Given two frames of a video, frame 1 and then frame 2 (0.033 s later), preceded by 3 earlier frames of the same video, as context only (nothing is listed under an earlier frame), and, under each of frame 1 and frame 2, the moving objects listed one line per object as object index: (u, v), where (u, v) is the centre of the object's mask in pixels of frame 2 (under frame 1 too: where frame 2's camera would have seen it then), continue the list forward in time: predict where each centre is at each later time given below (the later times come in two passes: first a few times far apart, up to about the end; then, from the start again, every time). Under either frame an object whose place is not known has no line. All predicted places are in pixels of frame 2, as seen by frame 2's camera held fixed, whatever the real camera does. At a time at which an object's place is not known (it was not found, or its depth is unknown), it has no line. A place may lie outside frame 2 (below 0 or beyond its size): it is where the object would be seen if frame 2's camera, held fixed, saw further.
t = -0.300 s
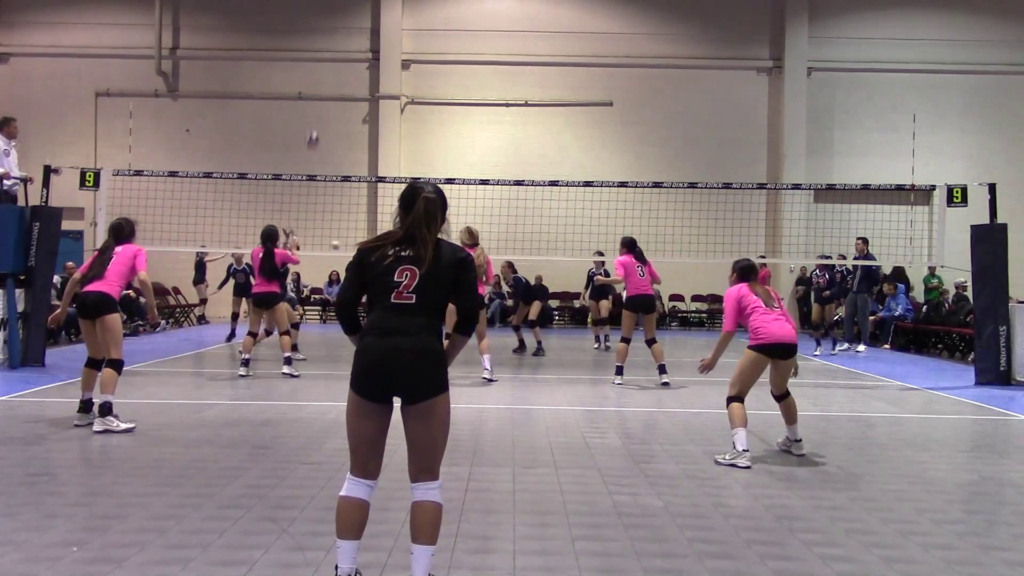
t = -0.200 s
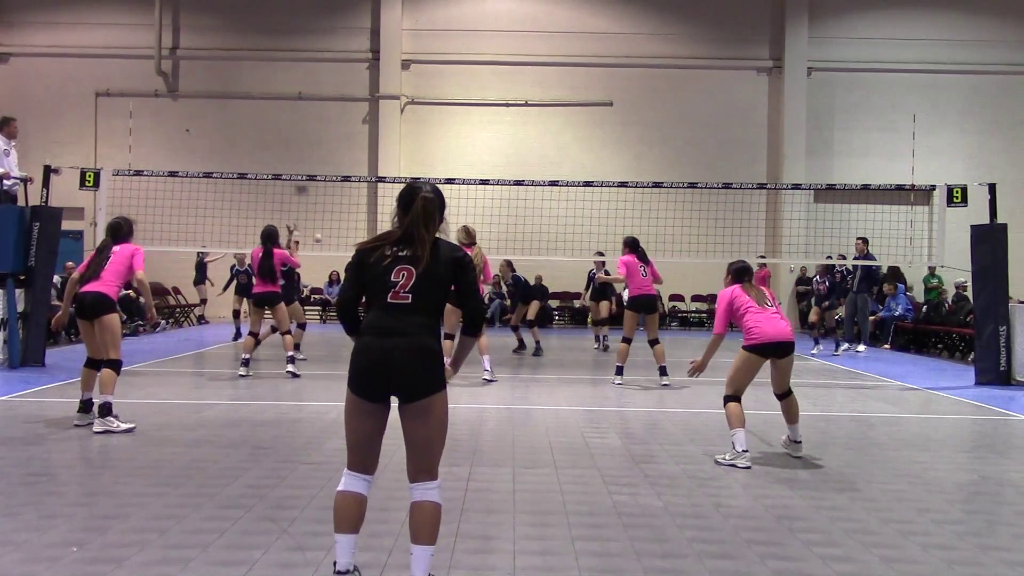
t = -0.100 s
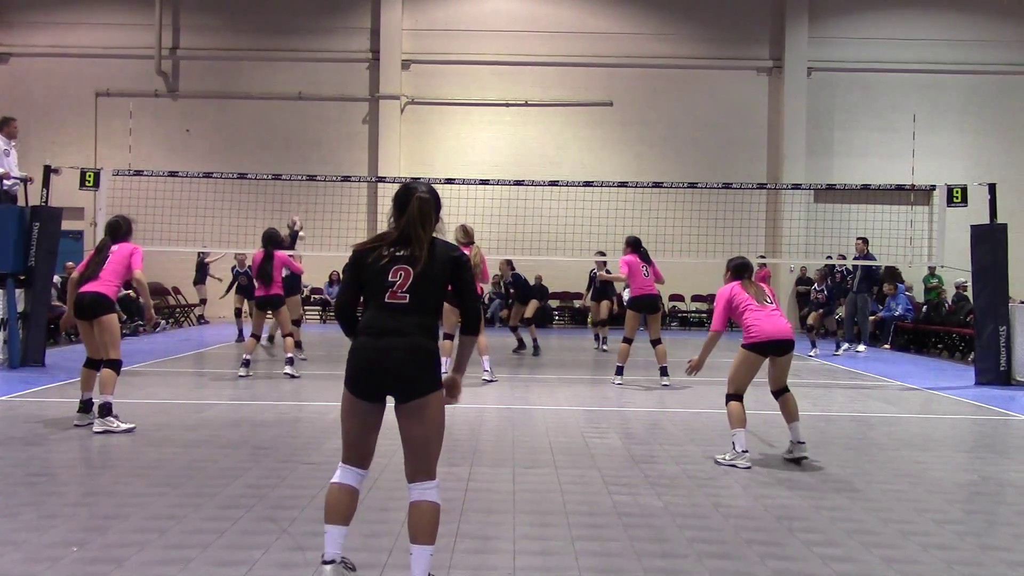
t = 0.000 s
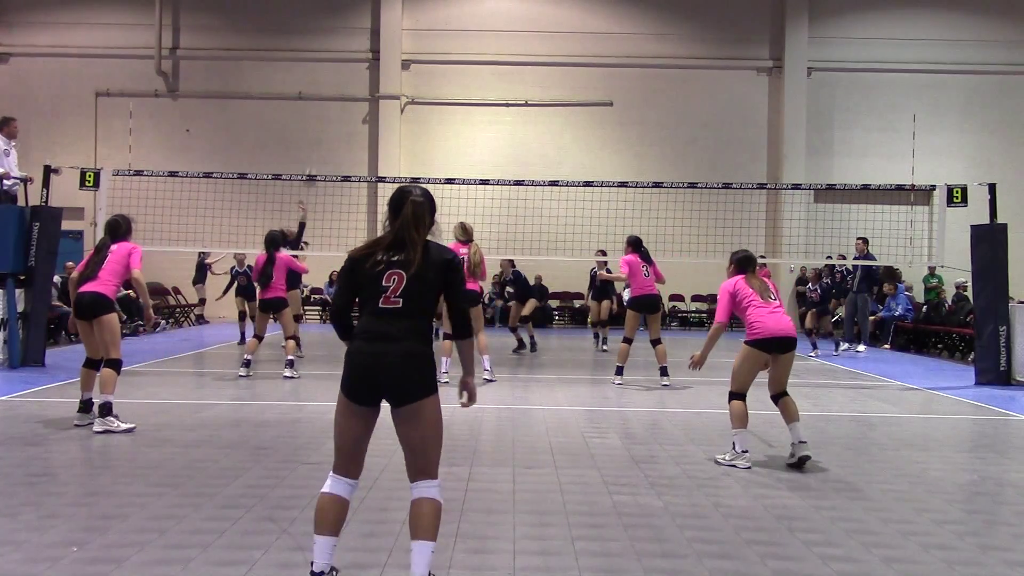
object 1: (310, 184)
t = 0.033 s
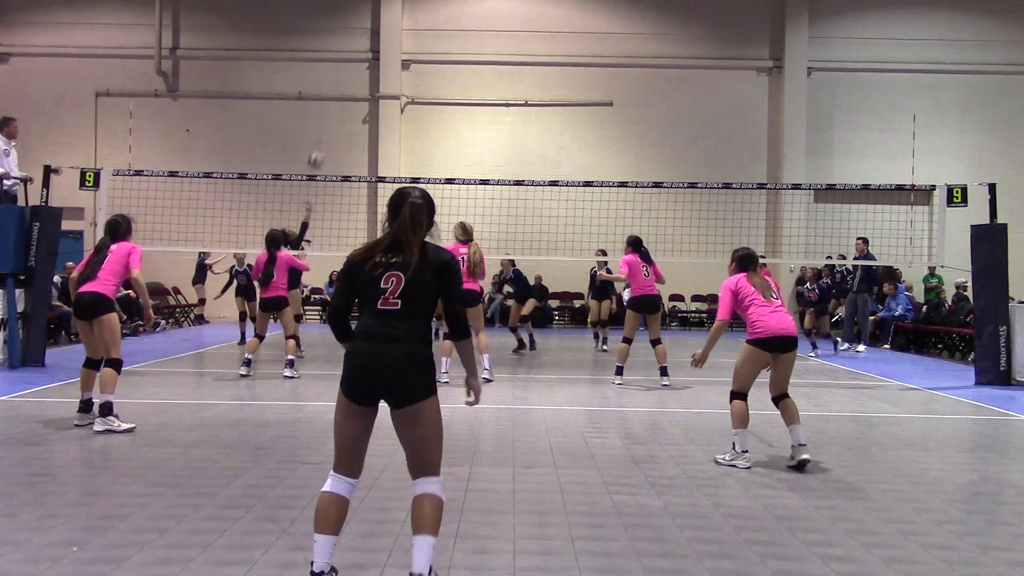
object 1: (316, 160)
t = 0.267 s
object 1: (351, 73)
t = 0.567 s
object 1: (396, 21)
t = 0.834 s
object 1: (434, 32)
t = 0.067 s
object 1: (321, 146)
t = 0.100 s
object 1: (326, 132)
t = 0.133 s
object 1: (331, 119)
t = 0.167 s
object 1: (337, 106)
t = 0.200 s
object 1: (342, 94)
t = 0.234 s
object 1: (346, 83)
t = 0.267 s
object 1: (351, 73)
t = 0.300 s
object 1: (357, 63)
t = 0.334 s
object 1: (363, 54)
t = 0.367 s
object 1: (367, 48)
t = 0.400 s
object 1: (372, 43)
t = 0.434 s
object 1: (376, 36)
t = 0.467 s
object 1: (381, 31)
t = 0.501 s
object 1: (386, 27)
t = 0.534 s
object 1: (391, 24)
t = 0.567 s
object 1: (396, 21)
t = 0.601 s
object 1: (401, 20)
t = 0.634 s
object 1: (405, 19)
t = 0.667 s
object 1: (410, 19)
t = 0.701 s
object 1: (415, 20)
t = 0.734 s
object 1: (420, 22)
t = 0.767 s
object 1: (424, 25)
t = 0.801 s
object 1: (430, 28)
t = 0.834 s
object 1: (434, 32)
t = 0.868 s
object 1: (439, 38)
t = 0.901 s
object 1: (443, 44)
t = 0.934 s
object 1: (448, 51)
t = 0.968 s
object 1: (453, 59)
